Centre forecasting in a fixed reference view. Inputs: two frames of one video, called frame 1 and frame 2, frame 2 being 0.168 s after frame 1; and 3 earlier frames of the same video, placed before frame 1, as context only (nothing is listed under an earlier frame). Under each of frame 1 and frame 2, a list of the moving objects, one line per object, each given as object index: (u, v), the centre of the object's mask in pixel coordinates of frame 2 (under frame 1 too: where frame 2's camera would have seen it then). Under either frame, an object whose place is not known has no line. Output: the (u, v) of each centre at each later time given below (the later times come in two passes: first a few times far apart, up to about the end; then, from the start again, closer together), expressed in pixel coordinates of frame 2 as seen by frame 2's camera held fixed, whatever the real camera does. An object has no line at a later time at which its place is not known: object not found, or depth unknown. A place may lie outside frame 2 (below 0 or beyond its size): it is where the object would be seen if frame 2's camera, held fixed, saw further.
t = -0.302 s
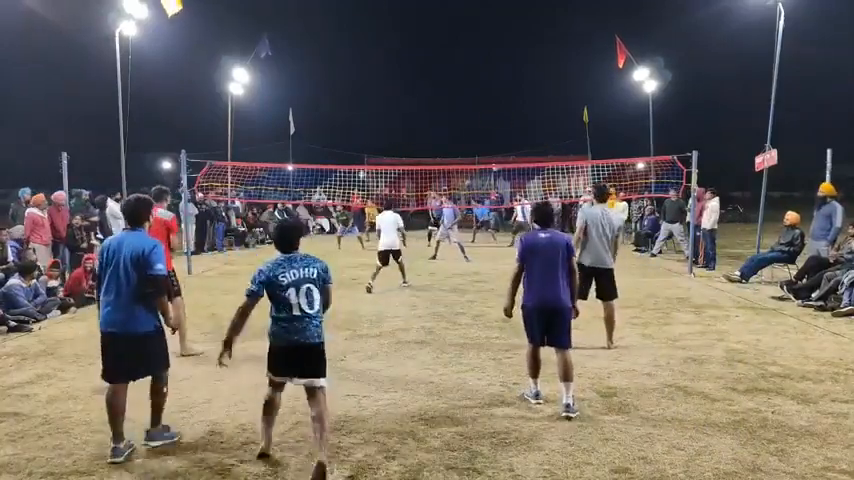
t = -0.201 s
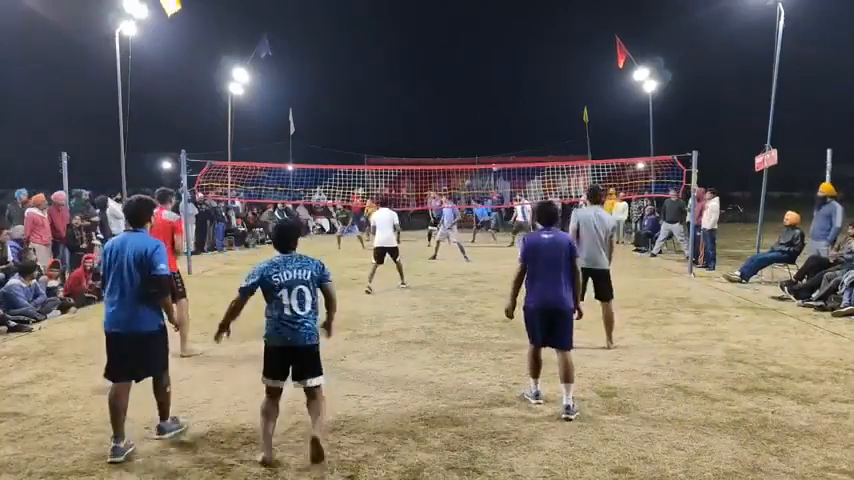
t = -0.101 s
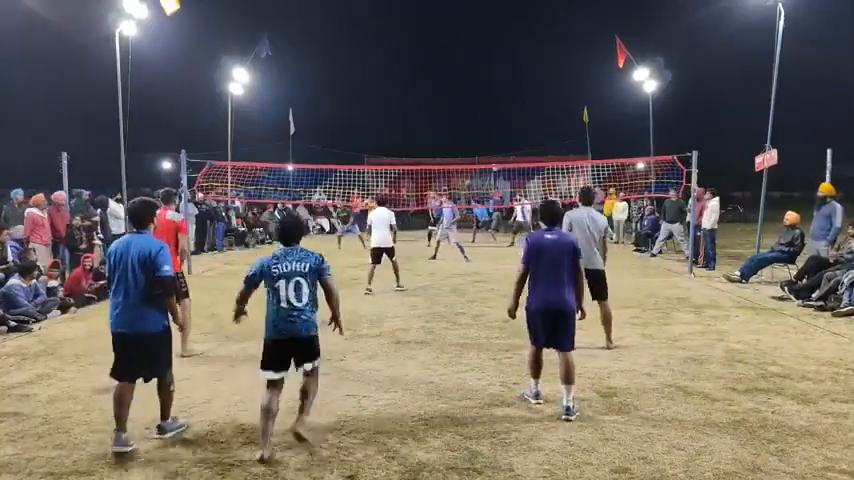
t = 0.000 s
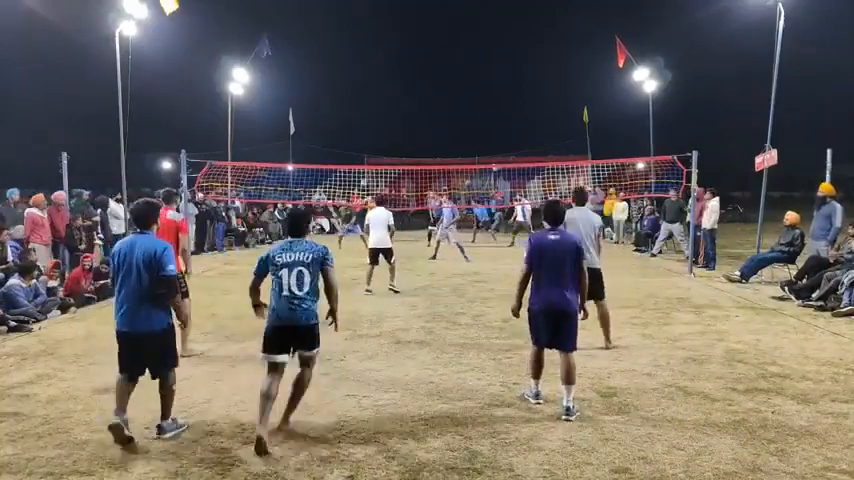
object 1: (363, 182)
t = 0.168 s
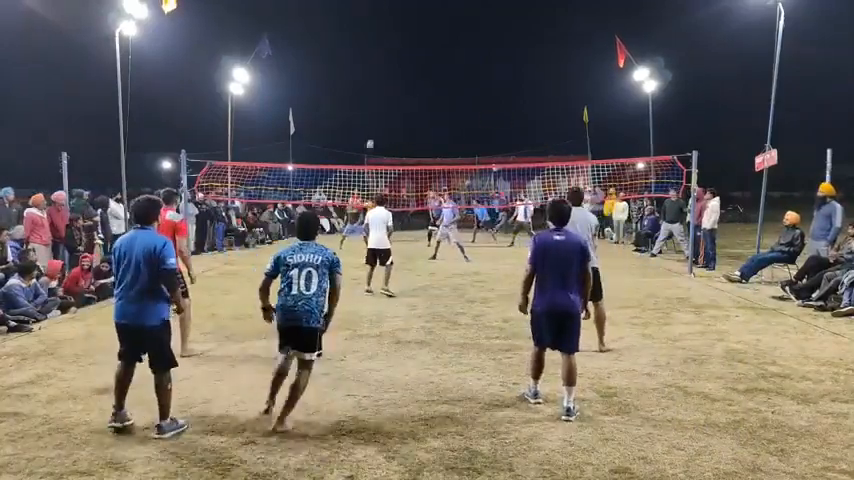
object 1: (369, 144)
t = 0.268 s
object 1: (374, 122)
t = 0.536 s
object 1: (390, 67)
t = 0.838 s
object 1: (418, 22)
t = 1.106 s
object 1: (459, 16)
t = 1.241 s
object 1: (489, 35)
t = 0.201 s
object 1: (371, 136)
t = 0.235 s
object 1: (373, 129)
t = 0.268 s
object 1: (374, 122)
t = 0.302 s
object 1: (376, 114)
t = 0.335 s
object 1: (378, 107)
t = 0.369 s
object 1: (380, 100)
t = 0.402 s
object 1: (382, 93)
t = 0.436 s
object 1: (384, 86)
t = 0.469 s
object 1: (386, 79)
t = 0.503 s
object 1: (388, 73)
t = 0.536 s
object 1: (390, 67)
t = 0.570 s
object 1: (393, 61)
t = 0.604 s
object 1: (396, 55)
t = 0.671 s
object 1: (401, 44)
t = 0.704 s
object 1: (404, 39)
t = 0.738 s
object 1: (408, 34)
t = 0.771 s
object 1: (411, 30)
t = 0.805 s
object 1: (415, 26)
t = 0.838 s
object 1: (418, 22)
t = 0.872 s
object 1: (423, 19)
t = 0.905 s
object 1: (427, 17)
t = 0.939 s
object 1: (432, 15)
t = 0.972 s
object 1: (436, 14)
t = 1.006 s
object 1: (442, 13)
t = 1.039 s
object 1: (447, 13)
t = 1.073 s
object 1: (453, 14)
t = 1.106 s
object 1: (459, 16)
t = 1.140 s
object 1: (465, 19)
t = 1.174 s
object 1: (473, 23)
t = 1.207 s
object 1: (481, 29)
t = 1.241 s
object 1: (489, 35)
